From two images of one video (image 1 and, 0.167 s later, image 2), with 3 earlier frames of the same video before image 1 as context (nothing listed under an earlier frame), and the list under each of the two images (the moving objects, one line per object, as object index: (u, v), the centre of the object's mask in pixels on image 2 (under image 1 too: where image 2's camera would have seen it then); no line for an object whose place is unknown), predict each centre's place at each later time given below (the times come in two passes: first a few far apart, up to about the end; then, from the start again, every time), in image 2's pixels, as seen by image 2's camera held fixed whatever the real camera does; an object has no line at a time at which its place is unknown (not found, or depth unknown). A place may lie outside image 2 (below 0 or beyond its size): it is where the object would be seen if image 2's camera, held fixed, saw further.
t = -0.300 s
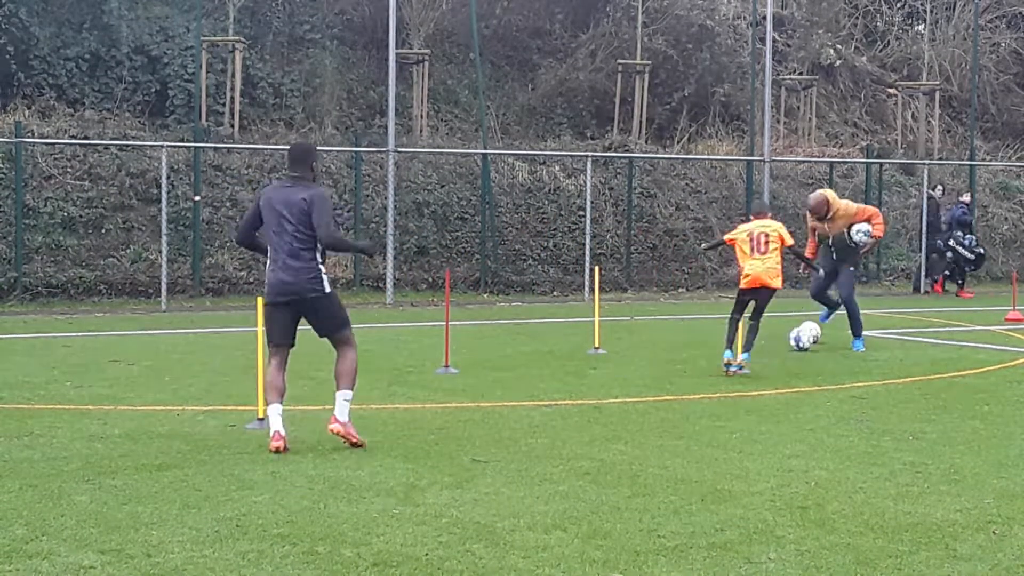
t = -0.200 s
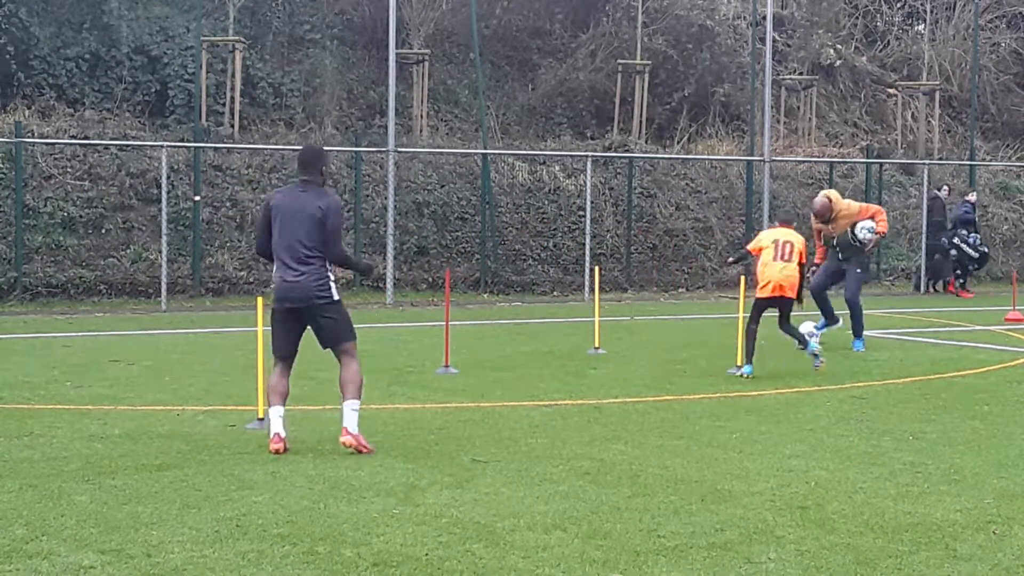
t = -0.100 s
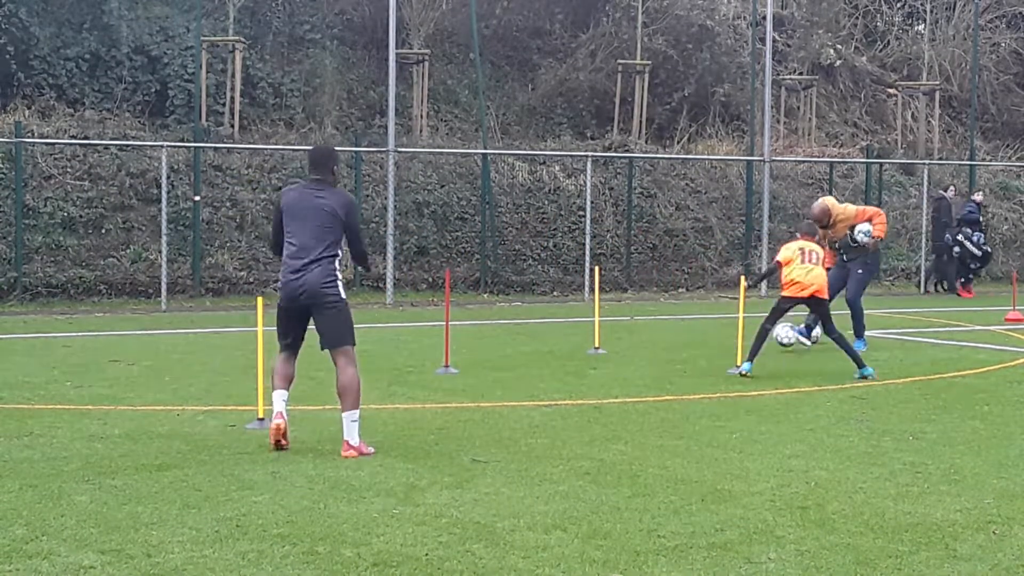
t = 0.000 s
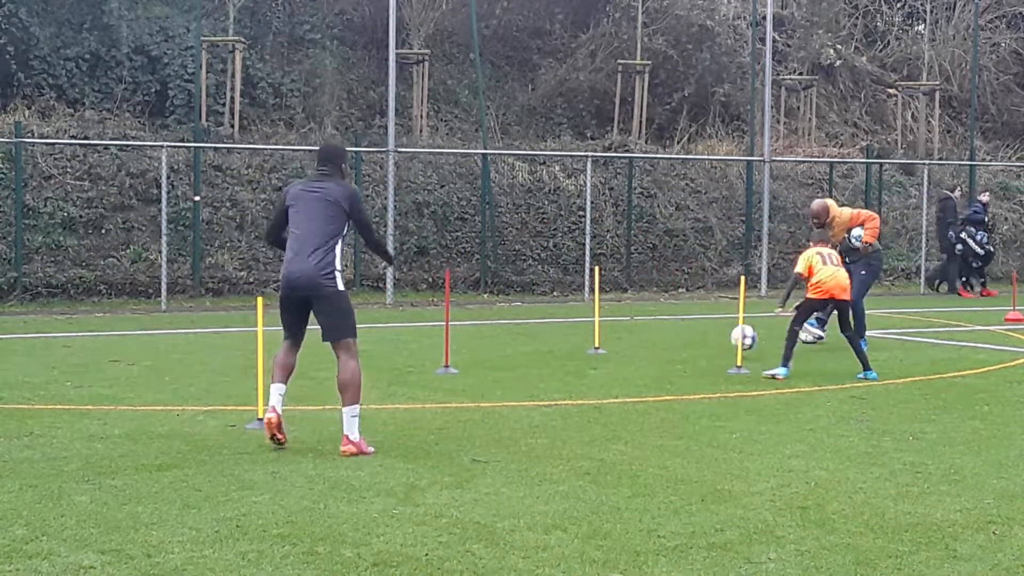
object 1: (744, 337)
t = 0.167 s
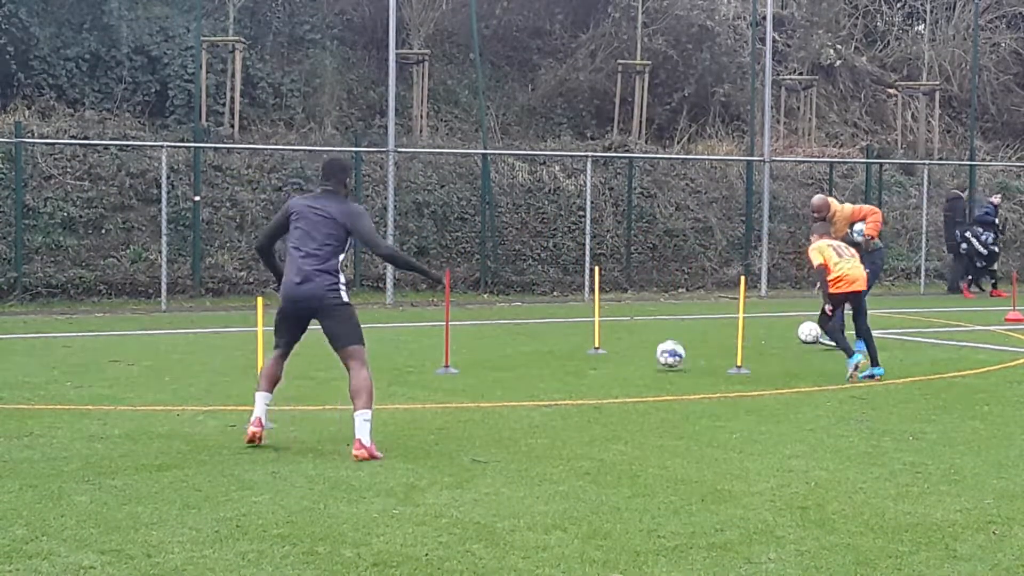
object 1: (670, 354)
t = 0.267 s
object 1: (626, 356)
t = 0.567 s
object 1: (481, 385)
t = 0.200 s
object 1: (656, 353)
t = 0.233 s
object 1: (641, 354)
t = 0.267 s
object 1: (626, 356)
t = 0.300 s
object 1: (610, 360)
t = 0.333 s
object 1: (594, 364)
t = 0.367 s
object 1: (578, 371)
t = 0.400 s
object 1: (562, 375)
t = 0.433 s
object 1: (547, 374)
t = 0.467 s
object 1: (531, 374)
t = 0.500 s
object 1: (515, 376)
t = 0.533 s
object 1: (498, 380)
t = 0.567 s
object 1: (481, 385)
